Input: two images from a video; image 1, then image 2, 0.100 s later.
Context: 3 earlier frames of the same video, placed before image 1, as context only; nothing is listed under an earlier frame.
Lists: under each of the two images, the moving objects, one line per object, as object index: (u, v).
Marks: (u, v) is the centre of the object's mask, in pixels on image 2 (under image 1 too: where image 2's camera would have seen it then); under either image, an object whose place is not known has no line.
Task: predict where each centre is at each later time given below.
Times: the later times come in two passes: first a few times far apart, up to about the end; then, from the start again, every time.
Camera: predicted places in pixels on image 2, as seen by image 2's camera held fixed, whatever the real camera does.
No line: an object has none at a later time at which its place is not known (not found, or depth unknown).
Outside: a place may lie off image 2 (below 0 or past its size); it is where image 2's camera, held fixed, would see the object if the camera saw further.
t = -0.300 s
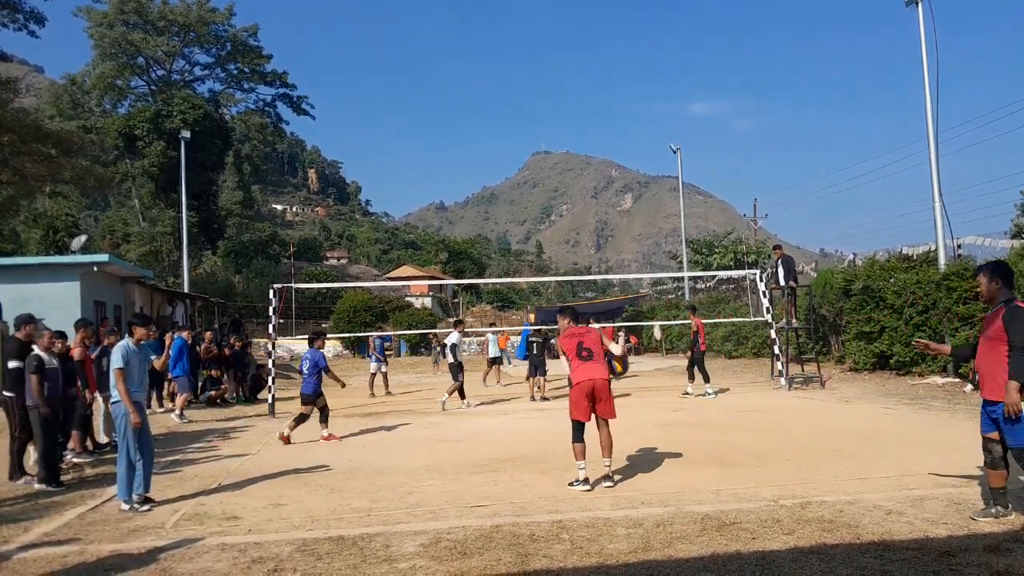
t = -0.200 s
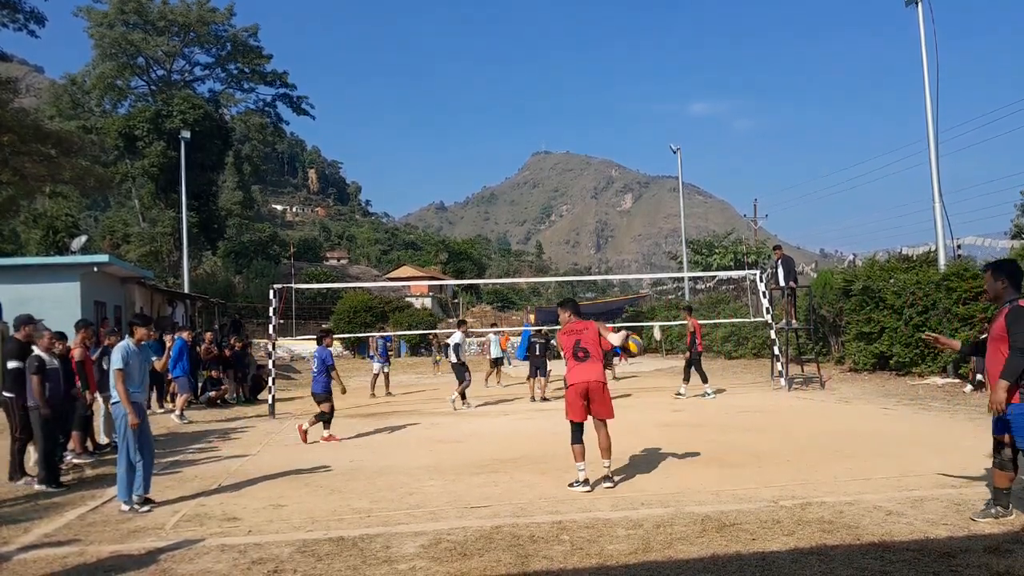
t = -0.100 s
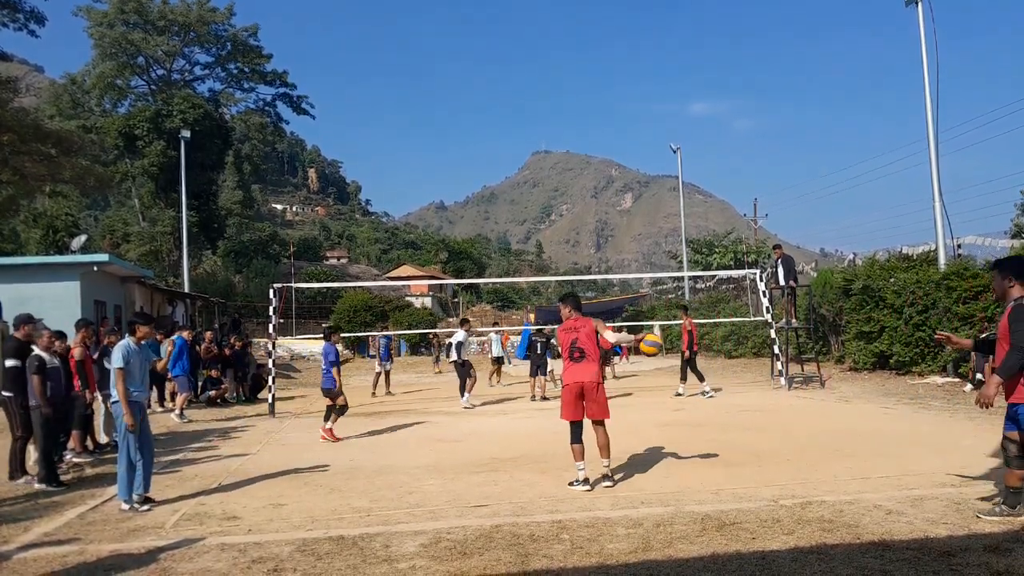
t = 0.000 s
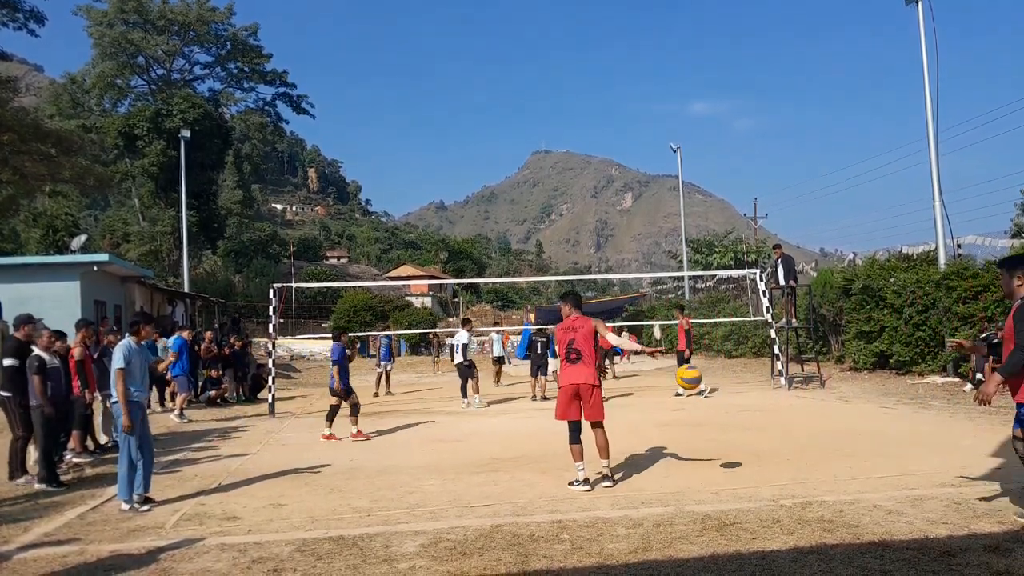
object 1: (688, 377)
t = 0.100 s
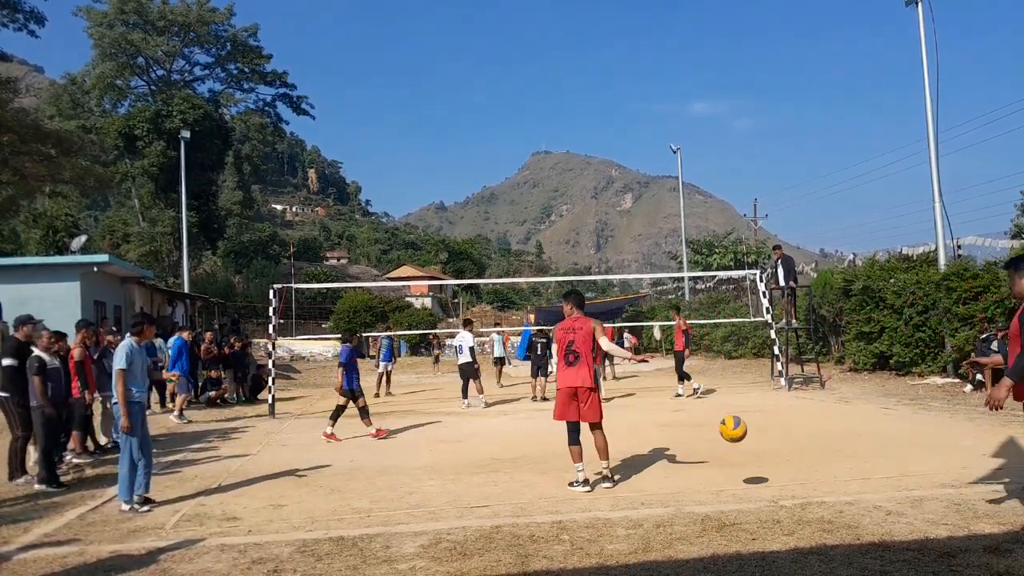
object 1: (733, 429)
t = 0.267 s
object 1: (778, 449)
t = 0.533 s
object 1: (787, 355)
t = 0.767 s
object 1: (802, 346)
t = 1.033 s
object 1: (828, 443)
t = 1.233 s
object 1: (856, 486)
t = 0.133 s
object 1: (749, 450)
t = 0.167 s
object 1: (765, 473)
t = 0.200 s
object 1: (777, 486)
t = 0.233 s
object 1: (777, 467)
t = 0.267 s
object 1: (778, 449)
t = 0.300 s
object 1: (778, 433)
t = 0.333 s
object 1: (780, 418)
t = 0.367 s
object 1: (780, 404)
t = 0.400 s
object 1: (782, 392)
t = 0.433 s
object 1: (782, 380)
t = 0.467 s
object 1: (784, 371)
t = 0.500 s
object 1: (785, 362)
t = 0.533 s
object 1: (787, 355)
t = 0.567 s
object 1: (789, 349)
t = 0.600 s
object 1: (790, 344)
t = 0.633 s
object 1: (792, 342)
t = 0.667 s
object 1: (795, 341)
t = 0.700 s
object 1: (798, 340)
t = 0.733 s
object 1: (800, 343)
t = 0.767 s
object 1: (802, 346)
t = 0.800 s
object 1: (805, 353)
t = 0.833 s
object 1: (808, 360)
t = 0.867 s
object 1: (811, 369)
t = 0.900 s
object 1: (814, 380)
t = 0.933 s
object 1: (817, 393)
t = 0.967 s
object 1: (821, 407)
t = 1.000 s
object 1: (824, 424)
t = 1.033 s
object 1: (828, 443)
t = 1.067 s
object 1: (832, 465)
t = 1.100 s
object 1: (836, 488)
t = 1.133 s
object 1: (840, 514)
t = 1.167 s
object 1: (845, 518)
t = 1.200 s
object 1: (851, 501)
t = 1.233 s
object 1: (856, 486)
